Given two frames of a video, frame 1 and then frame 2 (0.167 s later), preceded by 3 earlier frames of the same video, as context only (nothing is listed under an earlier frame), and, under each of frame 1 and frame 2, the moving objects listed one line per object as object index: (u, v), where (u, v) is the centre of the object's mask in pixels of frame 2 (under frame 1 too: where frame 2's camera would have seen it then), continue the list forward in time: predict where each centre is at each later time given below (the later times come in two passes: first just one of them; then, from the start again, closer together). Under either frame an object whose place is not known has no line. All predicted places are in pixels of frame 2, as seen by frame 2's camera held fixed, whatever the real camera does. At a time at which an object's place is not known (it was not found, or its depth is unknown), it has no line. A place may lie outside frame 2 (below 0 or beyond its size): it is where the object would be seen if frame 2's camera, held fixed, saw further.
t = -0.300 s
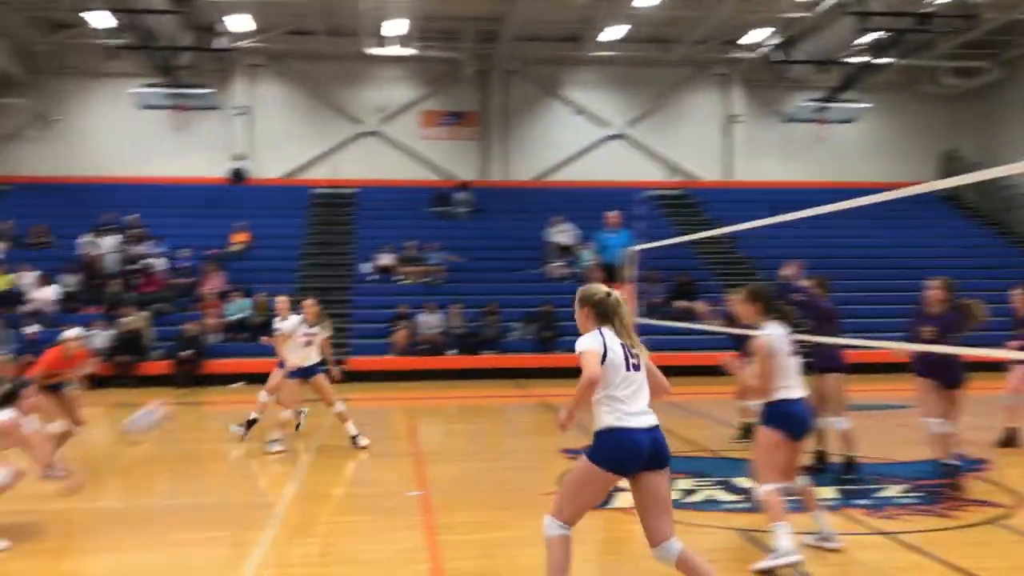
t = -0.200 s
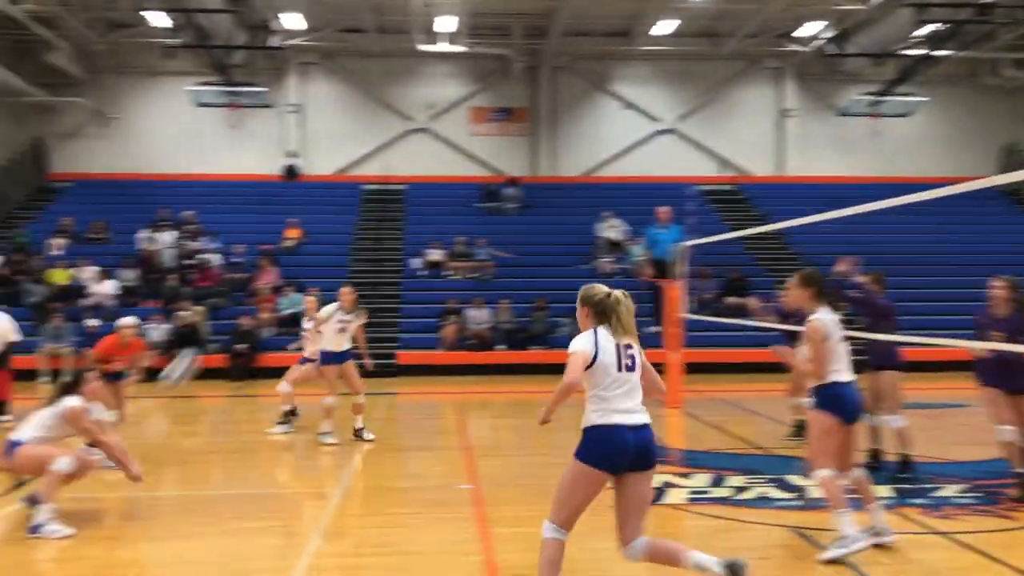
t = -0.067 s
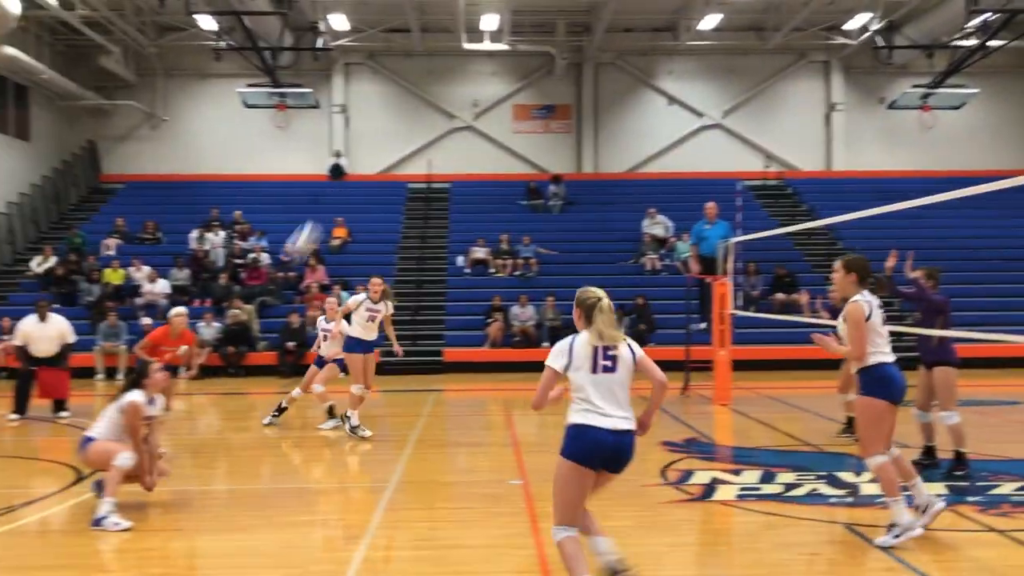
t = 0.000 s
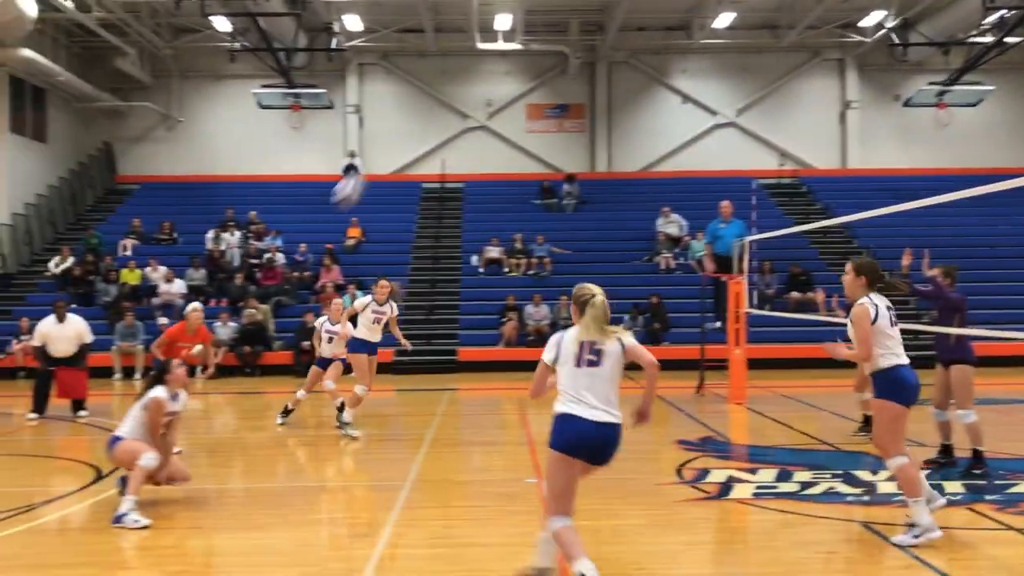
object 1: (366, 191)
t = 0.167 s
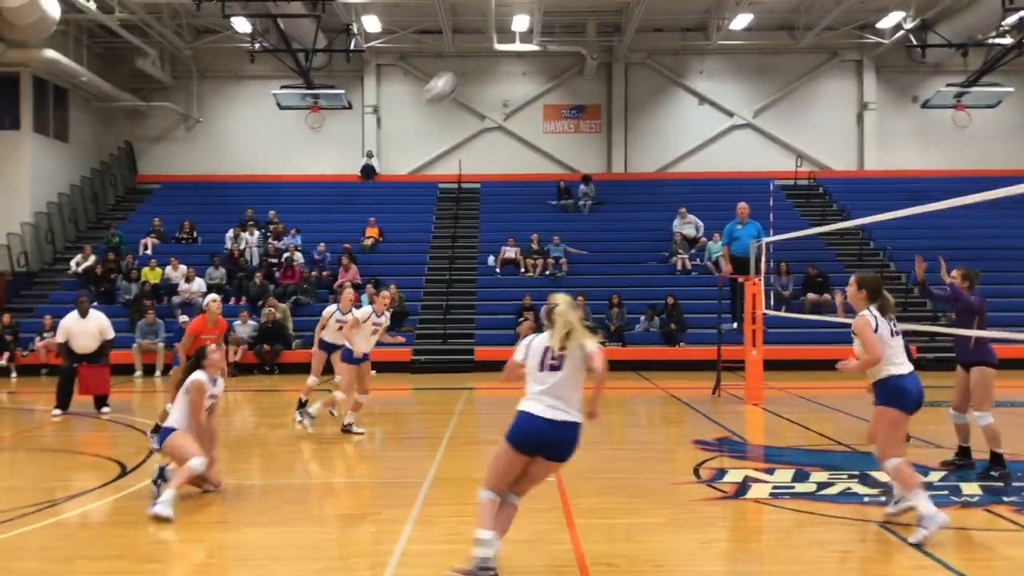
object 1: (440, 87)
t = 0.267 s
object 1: (479, 47)
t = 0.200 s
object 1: (454, 73)
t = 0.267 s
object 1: (479, 47)
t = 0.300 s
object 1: (492, 35)
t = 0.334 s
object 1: (503, 25)
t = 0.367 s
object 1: (517, 18)
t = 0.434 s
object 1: (540, 2)
